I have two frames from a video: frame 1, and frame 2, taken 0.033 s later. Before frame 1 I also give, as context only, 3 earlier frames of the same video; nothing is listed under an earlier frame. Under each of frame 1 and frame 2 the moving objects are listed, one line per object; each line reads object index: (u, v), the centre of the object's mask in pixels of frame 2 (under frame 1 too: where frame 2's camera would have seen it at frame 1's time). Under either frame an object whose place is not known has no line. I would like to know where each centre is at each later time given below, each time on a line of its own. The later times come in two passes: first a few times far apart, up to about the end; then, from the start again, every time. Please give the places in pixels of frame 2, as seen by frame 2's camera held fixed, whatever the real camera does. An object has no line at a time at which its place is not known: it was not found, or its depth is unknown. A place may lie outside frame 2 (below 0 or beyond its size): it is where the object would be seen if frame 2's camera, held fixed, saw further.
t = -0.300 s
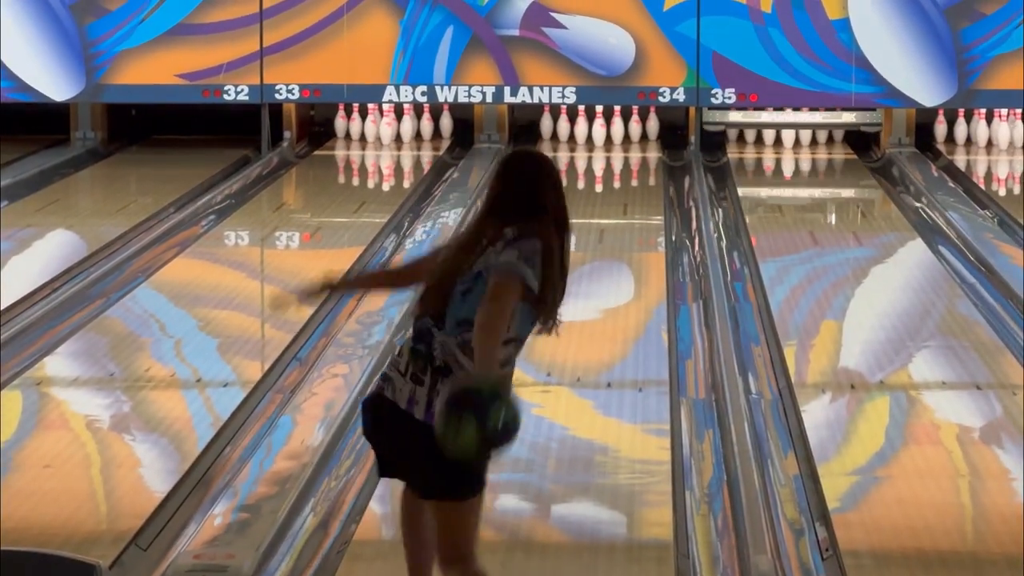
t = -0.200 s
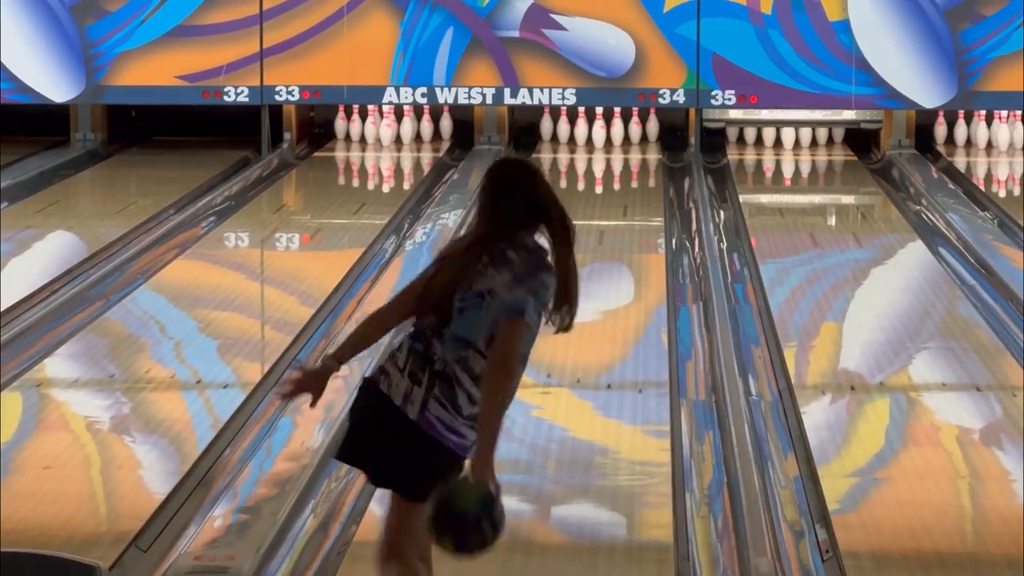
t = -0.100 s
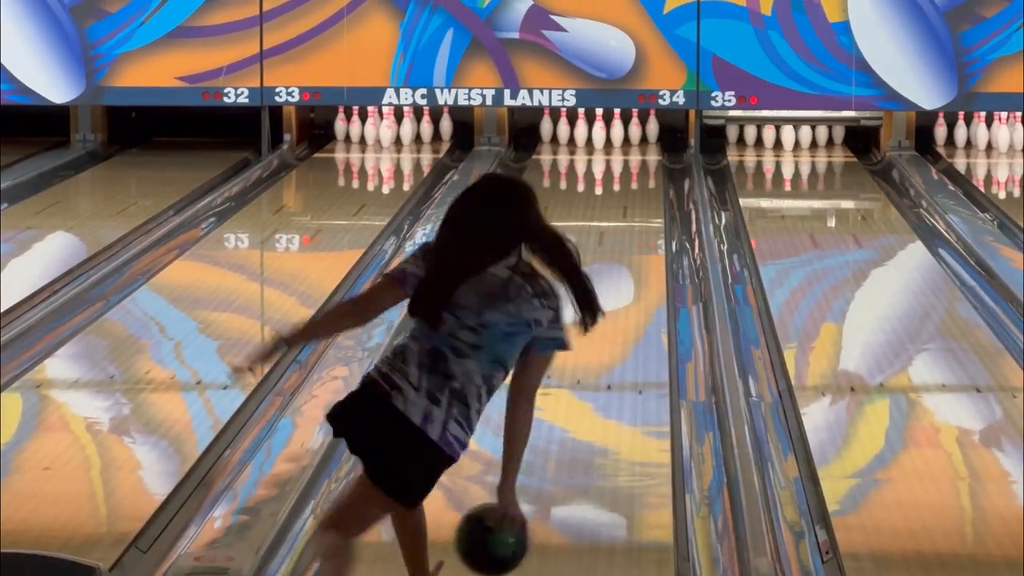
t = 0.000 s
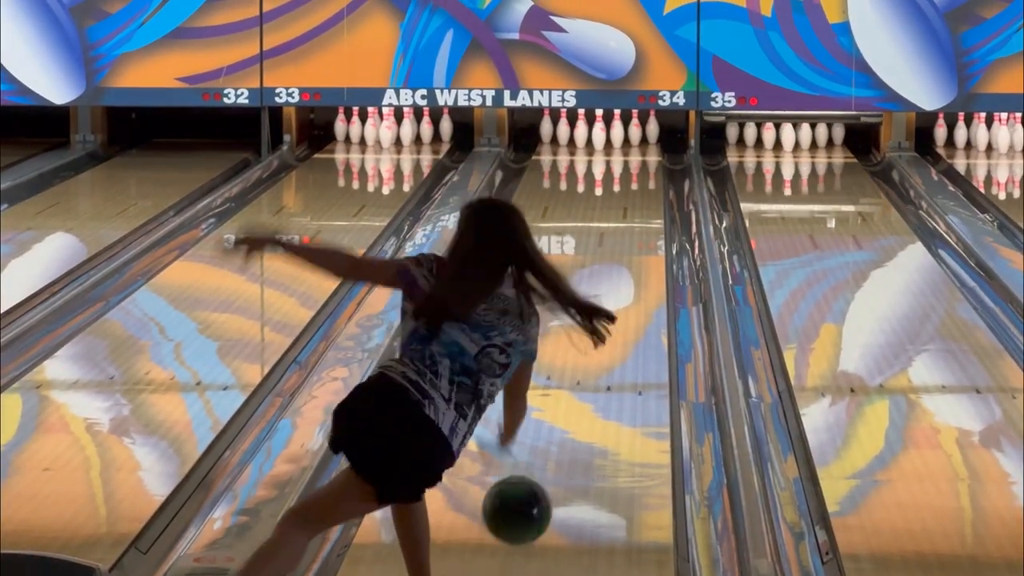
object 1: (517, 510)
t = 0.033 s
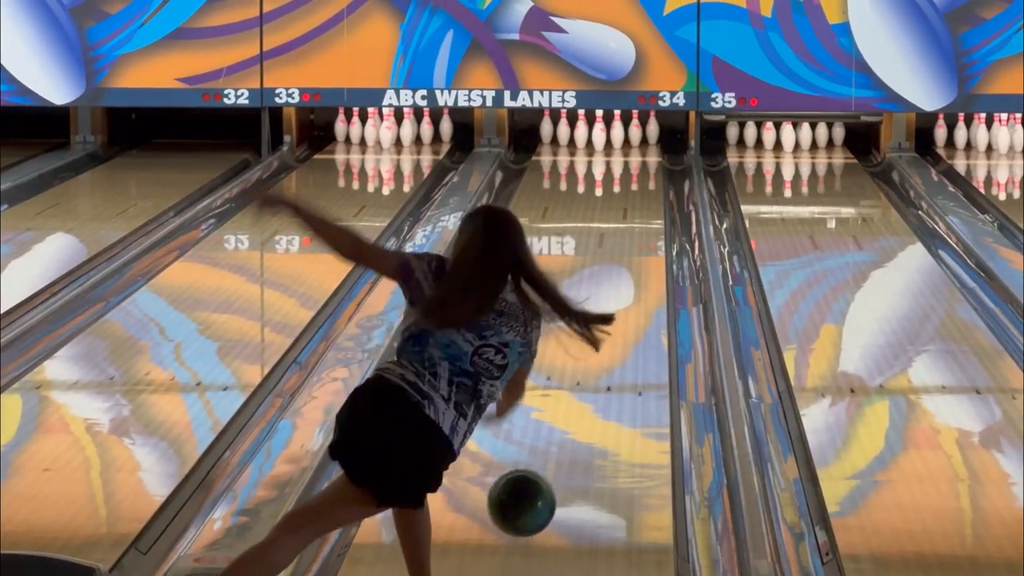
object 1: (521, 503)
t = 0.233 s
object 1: (545, 466)
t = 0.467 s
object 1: (566, 399)
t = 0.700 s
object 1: (583, 346)
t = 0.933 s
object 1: (596, 304)
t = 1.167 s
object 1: (606, 269)
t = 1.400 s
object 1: (614, 240)
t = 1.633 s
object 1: (621, 215)
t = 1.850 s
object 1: (626, 196)
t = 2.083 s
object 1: (627, 178)
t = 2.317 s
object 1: (625, 163)
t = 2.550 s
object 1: (618, 149)
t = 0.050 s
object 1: (523, 500)
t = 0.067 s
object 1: (526, 499)
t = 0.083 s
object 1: (528, 498)
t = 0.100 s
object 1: (530, 498)
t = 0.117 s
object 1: (532, 499)
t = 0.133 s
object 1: (534, 500)
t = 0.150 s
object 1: (536, 493)
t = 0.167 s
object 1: (538, 487)
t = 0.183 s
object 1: (540, 481)
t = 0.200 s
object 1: (542, 477)
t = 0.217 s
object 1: (543, 471)
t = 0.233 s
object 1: (545, 466)
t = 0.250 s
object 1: (547, 460)
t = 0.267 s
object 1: (549, 455)
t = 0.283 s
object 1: (550, 450)
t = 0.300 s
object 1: (552, 445)
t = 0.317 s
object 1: (554, 440)
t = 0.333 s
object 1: (555, 435)
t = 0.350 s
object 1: (557, 430)
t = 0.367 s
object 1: (558, 425)
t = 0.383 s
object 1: (560, 421)
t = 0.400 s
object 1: (561, 416)
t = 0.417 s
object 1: (563, 411)
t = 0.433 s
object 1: (564, 407)
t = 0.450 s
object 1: (565, 403)
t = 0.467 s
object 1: (566, 399)
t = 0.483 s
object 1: (568, 394)
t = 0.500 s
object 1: (569, 390)
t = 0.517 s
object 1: (570, 386)
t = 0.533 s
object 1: (572, 382)
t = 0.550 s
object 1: (573, 378)
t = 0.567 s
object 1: (574, 374)
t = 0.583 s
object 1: (575, 371)
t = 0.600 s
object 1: (577, 367)
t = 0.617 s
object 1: (578, 364)
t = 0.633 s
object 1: (579, 360)
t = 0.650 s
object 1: (580, 357)
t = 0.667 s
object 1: (581, 353)
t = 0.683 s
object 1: (582, 350)
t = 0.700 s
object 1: (583, 346)
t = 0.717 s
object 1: (585, 343)
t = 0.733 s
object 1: (585, 340)
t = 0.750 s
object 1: (586, 337)
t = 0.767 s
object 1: (587, 333)
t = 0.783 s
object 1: (588, 330)
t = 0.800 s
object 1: (589, 327)
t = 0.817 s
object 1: (590, 324)
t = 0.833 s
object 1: (591, 321)
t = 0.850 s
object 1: (592, 318)
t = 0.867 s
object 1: (593, 316)
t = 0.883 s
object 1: (594, 313)
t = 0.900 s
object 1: (594, 310)
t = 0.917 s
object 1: (595, 307)
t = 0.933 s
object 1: (596, 304)
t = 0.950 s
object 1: (597, 302)
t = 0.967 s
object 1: (597, 299)
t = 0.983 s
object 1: (598, 296)
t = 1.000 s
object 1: (599, 294)
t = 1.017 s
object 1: (600, 291)
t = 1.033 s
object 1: (600, 288)
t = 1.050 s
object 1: (601, 286)
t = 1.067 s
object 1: (602, 283)
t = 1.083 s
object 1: (603, 281)
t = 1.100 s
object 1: (603, 279)
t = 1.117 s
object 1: (604, 276)
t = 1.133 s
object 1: (605, 274)
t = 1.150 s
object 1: (605, 271)
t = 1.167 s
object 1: (606, 269)
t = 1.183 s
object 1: (607, 267)
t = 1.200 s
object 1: (607, 265)
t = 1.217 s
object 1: (608, 263)
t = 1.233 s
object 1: (608, 260)
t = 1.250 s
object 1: (609, 258)
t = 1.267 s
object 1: (610, 256)
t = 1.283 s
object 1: (610, 254)
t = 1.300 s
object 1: (611, 252)
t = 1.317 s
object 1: (612, 250)
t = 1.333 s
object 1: (612, 247)
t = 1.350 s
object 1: (613, 245)
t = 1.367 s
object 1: (613, 244)
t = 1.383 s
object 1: (614, 242)
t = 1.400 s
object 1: (614, 240)
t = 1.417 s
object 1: (615, 238)
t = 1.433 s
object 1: (616, 236)
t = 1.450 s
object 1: (616, 234)
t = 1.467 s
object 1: (616, 233)
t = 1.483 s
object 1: (617, 231)
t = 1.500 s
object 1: (617, 230)
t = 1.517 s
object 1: (618, 228)
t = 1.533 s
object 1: (618, 226)
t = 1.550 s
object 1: (619, 224)
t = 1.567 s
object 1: (619, 222)
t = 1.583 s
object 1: (619, 221)
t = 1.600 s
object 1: (620, 219)
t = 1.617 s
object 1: (621, 217)
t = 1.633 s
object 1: (621, 215)
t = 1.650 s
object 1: (621, 214)
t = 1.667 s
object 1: (622, 213)
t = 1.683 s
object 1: (622, 211)
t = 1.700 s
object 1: (622, 209)
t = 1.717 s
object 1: (622, 208)
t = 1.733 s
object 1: (623, 206)
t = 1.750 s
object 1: (623, 205)
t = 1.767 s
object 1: (624, 203)
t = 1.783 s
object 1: (624, 202)
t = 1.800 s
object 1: (624, 201)
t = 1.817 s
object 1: (625, 199)
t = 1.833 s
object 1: (625, 197)
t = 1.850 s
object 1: (626, 196)
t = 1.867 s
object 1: (626, 194)
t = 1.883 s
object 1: (626, 193)
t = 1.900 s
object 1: (627, 192)
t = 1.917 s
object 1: (627, 190)
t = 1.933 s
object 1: (627, 189)
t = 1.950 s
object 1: (627, 187)
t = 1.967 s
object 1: (627, 186)
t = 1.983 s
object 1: (627, 185)
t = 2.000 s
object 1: (627, 183)
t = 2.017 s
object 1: (627, 183)
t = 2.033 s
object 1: (627, 181)
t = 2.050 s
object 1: (627, 180)
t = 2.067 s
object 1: (627, 179)
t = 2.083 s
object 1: (627, 178)
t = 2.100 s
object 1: (628, 175)
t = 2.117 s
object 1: (629, 172)
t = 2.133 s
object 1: (631, 177)
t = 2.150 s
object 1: (629, 173)
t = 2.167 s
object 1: (627, 171)
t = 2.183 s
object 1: (627, 170)
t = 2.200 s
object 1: (627, 169)
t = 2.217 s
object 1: (627, 168)
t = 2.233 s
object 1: (626, 167)
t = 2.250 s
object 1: (626, 166)
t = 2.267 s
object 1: (626, 165)
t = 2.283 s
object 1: (626, 164)
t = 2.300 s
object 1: (625, 164)
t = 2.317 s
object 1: (625, 163)
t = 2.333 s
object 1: (625, 161)
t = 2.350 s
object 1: (624, 160)
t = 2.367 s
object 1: (624, 159)
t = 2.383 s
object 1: (624, 158)
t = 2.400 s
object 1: (624, 158)
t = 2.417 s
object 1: (624, 156)
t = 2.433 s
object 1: (624, 155)
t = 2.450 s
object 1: (622, 153)
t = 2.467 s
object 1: (621, 154)
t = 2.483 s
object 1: (620, 153)
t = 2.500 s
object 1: (620, 152)
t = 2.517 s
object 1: (619, 151)
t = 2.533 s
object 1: (618, 149)
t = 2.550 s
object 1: (618, 149)
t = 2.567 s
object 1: (617, 148)
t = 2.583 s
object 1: (616, 147)
